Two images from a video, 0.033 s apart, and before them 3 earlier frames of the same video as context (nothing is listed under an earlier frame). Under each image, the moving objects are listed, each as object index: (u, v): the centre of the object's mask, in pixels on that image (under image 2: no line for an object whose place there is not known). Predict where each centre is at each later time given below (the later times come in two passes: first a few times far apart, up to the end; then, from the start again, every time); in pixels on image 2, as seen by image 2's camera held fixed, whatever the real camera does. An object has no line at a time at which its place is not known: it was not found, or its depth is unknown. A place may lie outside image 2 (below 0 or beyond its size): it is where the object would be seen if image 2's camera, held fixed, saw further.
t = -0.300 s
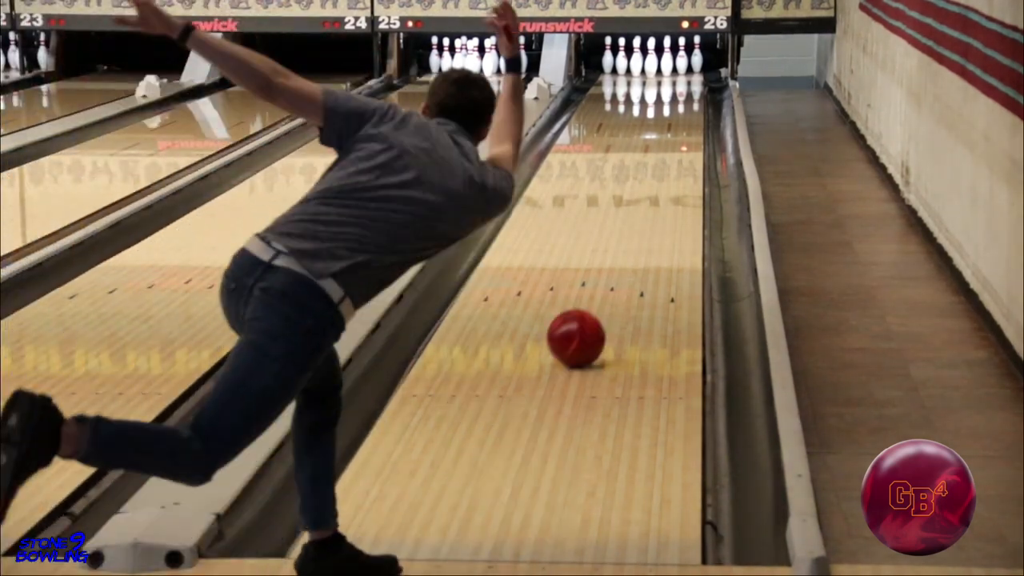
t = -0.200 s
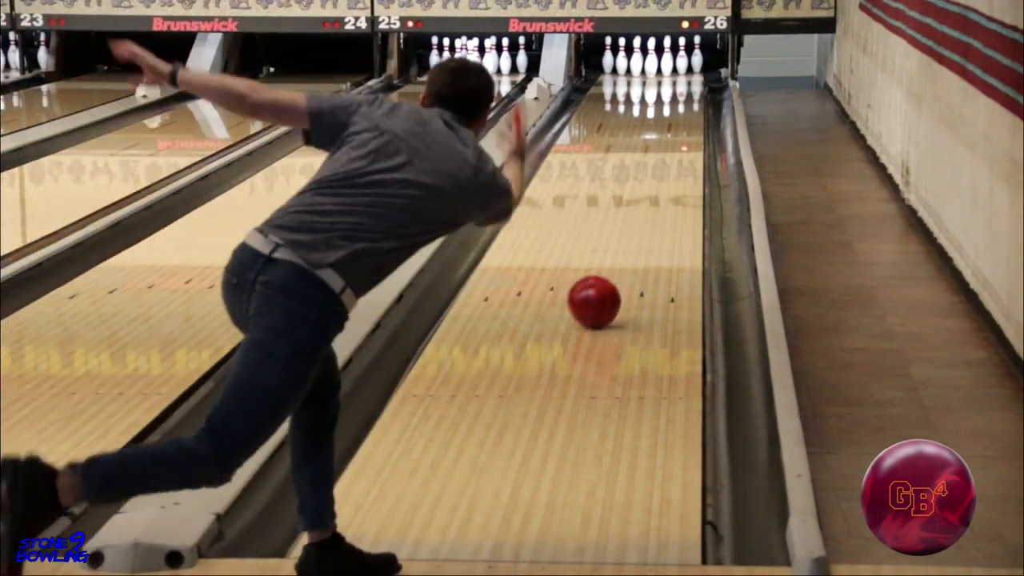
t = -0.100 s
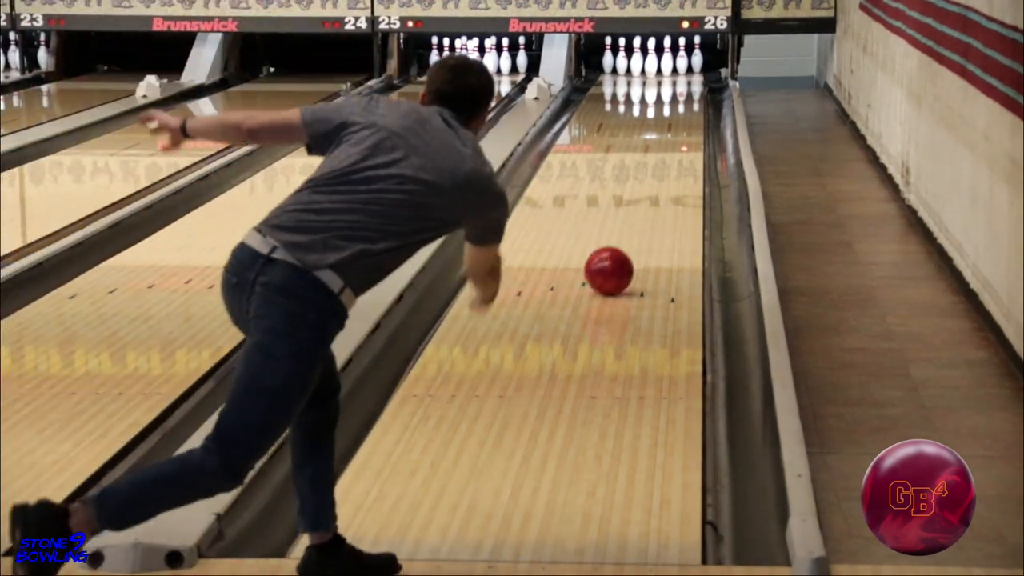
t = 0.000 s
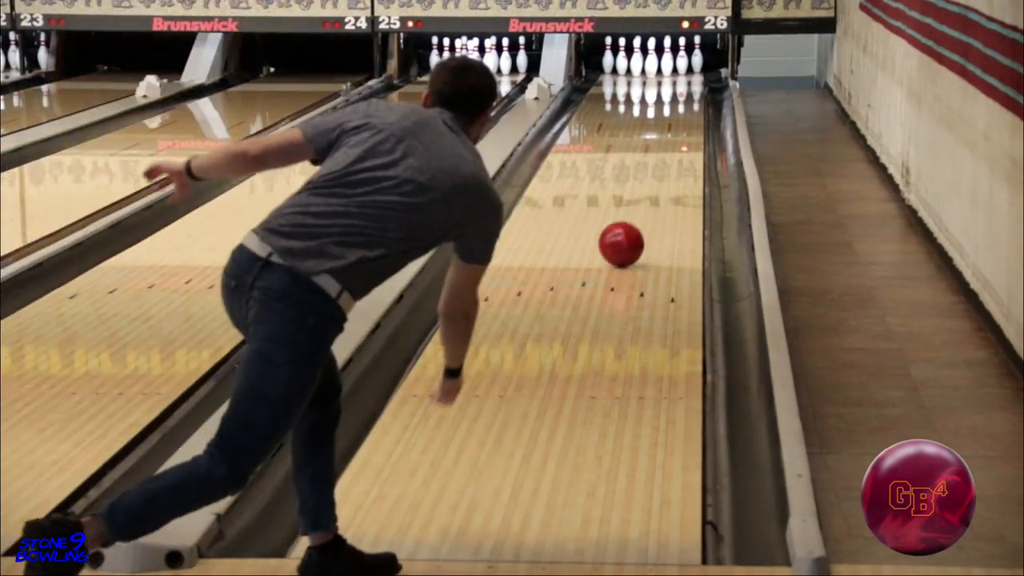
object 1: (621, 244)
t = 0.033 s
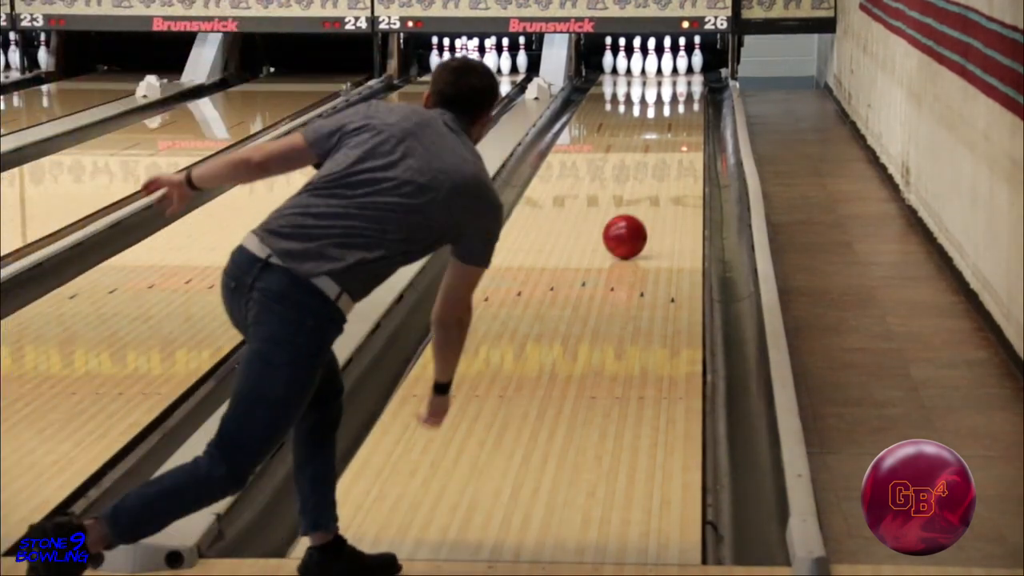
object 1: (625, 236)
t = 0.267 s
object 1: (645, 190)
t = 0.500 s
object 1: (660, 154)
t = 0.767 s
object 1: (670, 123)
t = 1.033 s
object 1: (675, 100)
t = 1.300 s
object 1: (671, 83)
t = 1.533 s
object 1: (661, 71)
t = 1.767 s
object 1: (655, 64)
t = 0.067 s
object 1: (628, 229)
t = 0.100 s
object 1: (632, 222)
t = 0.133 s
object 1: (635, 215)
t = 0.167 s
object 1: (637, 208)
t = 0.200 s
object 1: (640, 202)
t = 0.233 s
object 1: (643, 196)
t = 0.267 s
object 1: (645, 190)
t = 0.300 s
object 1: (648, 185)
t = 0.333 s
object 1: (650, 179)
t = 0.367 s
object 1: (652, 173)
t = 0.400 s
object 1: (654, 168)
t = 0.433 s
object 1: (656, 163)
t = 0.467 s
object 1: (658, 159)
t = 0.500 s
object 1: (660, 154)
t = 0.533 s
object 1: (661, 150)
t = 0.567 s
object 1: (663, 145)
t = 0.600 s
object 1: (664, 141)
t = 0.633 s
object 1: (666, 137)
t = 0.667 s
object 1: (667, 133)
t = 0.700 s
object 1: (668, 130)
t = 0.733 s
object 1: (669, 127)
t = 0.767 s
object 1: (670, 123)
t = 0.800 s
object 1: (671, 120)
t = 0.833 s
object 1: (672, 117)
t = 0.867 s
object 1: (673, 114)
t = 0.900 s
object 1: (673, 111)
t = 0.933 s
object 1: (674, 108)
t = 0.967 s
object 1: (674, 106)
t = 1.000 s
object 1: (675, 103)
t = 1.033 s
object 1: (675, 100)
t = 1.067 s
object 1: (675, 98)
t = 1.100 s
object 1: (675, 96)
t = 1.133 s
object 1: (675, 93)
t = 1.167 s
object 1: (674, 91)
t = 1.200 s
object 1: (674, 89)
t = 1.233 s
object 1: (673, 87)
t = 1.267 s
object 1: (672, 85)
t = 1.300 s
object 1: (671, 83)
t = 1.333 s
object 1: (670, 81)
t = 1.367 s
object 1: (668, 79)
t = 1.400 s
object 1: (667, 77)
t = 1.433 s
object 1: (666, 76)
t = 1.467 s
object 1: (664, 74)
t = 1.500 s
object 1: (662, 72)
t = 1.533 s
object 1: (661, 71)
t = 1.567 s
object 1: (659, 69)
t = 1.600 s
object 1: (659, 68)
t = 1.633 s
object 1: (659, 67)
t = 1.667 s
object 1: (658, 66)
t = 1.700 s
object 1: (657, 65)
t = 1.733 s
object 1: (656, 65)
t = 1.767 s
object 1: (655, 64)
